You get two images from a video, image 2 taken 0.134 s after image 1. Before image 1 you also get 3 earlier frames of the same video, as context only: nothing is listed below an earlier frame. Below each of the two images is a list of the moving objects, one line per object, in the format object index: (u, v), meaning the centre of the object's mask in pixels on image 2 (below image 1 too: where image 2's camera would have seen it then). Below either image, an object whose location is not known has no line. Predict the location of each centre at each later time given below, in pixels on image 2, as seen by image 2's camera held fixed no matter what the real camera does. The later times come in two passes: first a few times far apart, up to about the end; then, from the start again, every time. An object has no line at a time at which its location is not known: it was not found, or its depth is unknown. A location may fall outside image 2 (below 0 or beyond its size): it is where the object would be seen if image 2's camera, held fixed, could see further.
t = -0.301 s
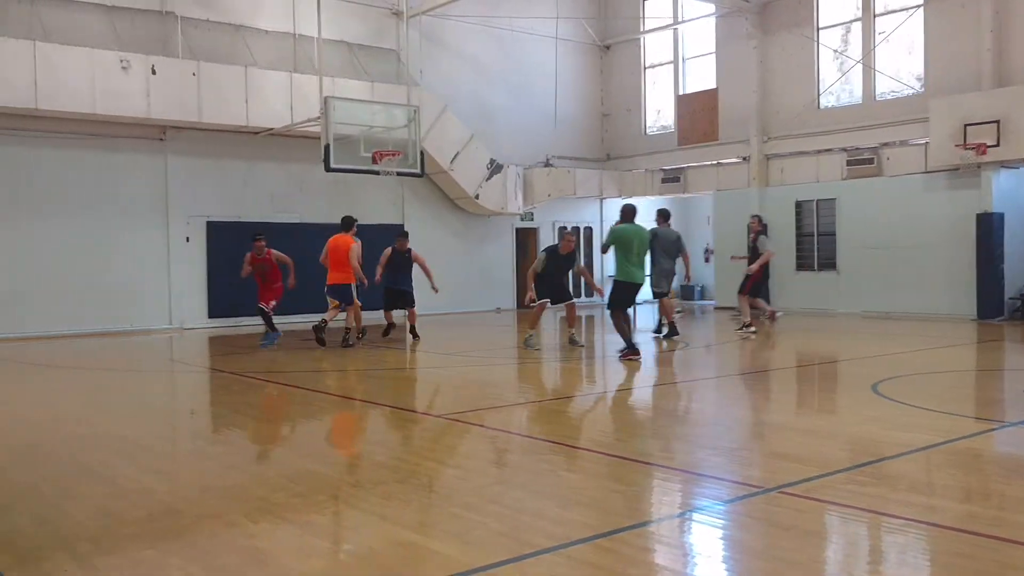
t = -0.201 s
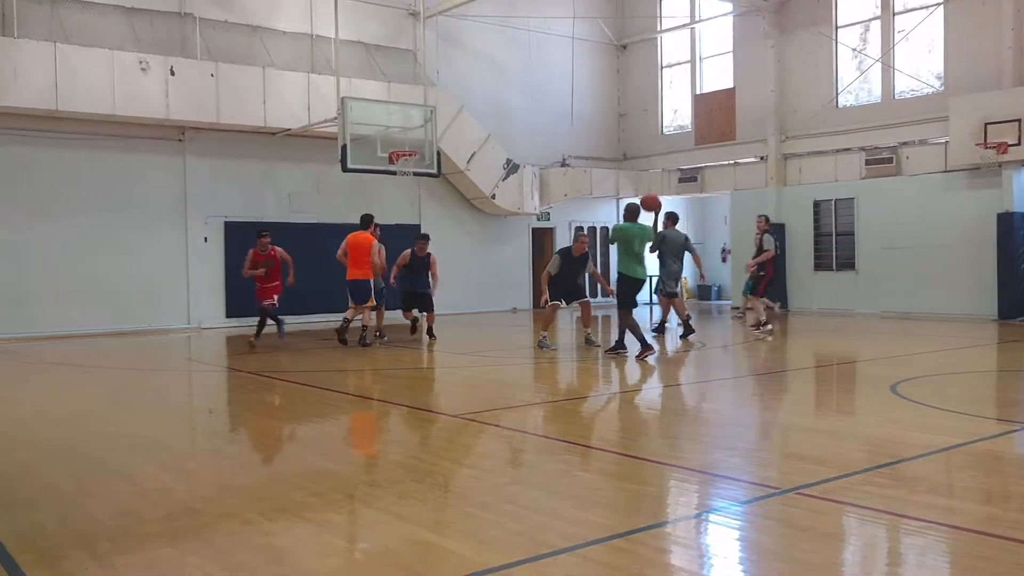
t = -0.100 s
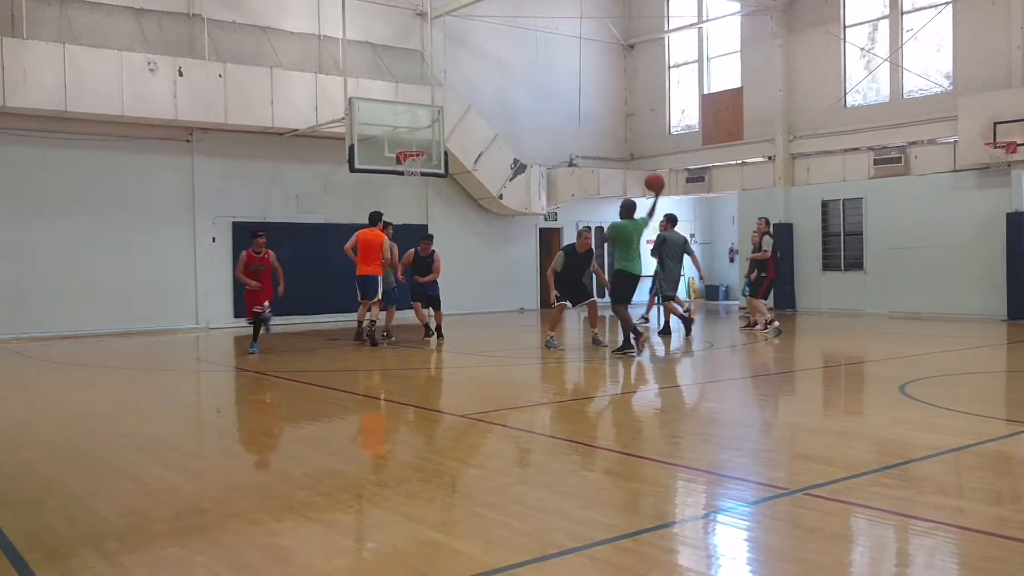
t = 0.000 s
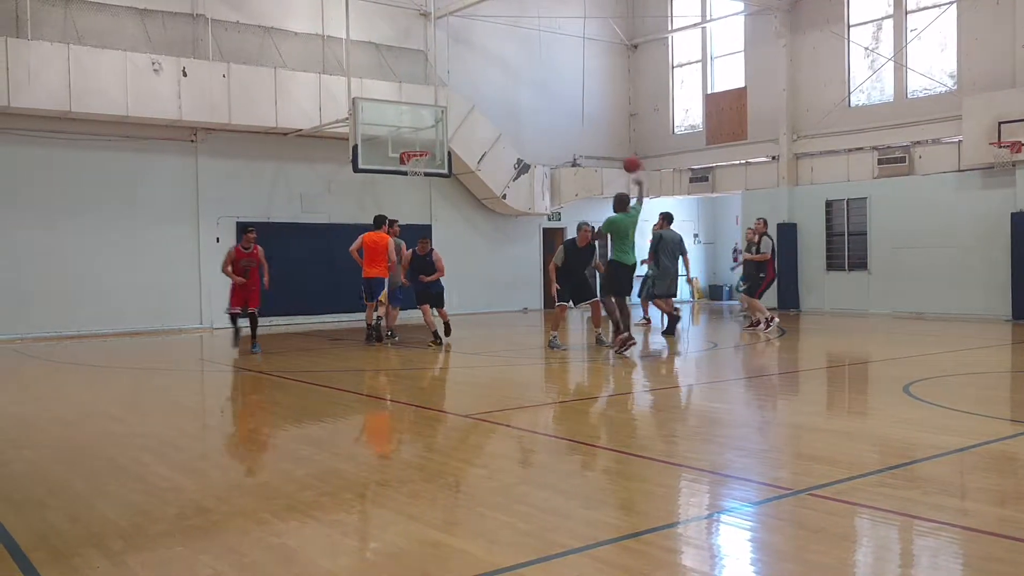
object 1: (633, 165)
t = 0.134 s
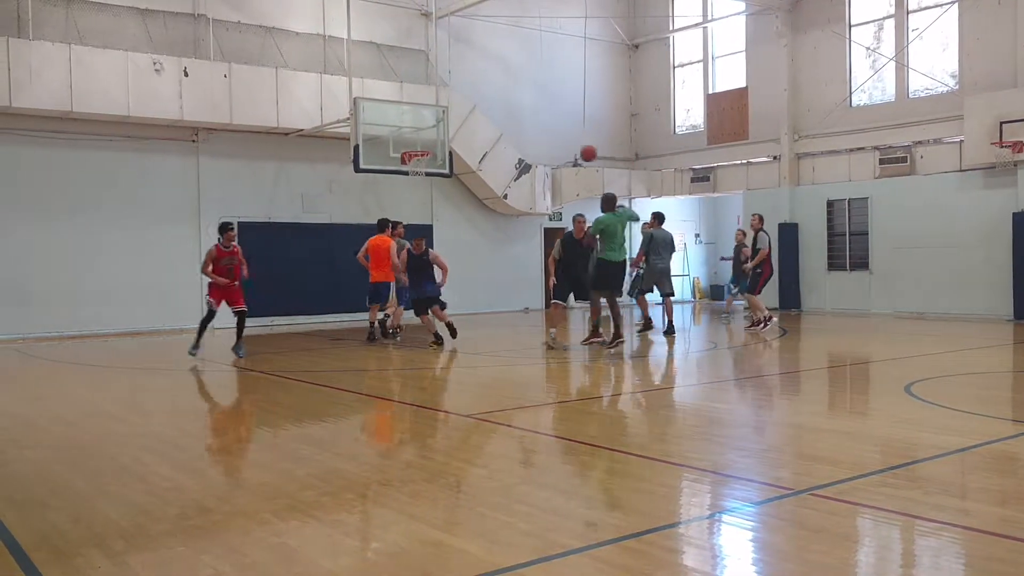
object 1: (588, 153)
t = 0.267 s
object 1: (549, 156)
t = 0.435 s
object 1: (506, 175)
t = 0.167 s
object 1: (578, 153)
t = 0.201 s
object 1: (568, 153)
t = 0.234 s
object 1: (558, 154)
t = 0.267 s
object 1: (549, 156)
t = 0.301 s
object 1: (540, 159)
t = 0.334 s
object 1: (531, 162)
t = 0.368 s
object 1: (523, 165)
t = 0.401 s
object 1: (514, 170)
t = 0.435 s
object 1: (506, 175)
